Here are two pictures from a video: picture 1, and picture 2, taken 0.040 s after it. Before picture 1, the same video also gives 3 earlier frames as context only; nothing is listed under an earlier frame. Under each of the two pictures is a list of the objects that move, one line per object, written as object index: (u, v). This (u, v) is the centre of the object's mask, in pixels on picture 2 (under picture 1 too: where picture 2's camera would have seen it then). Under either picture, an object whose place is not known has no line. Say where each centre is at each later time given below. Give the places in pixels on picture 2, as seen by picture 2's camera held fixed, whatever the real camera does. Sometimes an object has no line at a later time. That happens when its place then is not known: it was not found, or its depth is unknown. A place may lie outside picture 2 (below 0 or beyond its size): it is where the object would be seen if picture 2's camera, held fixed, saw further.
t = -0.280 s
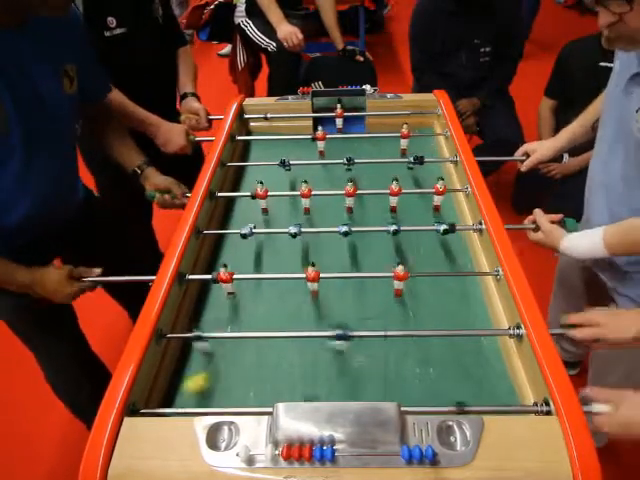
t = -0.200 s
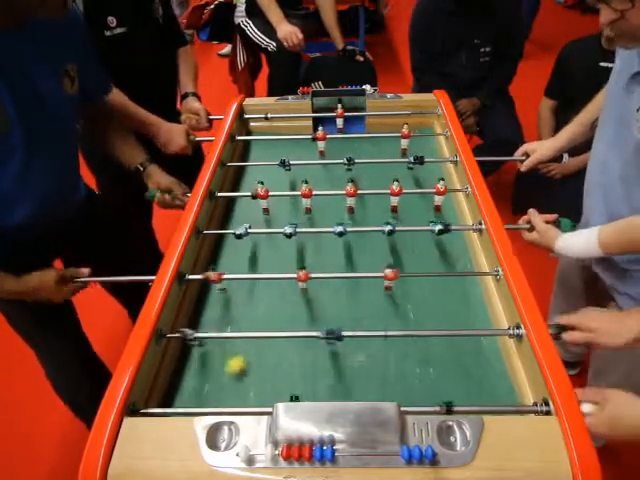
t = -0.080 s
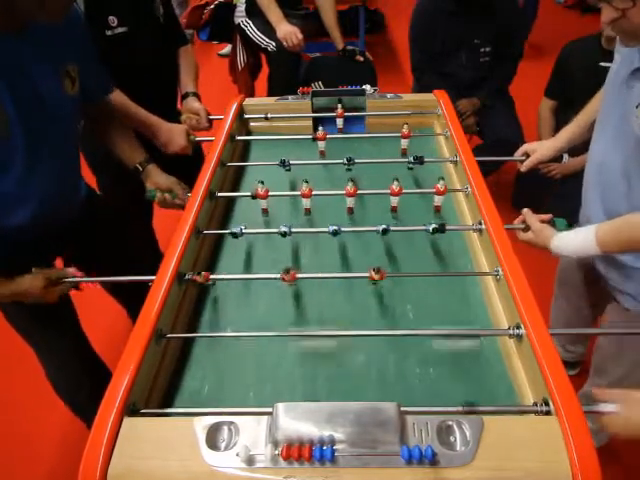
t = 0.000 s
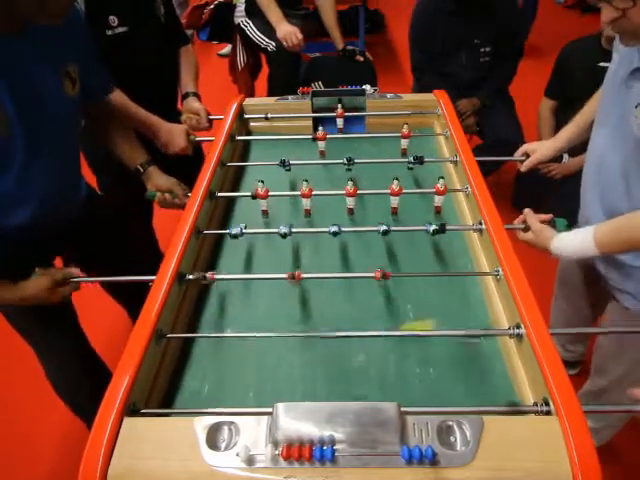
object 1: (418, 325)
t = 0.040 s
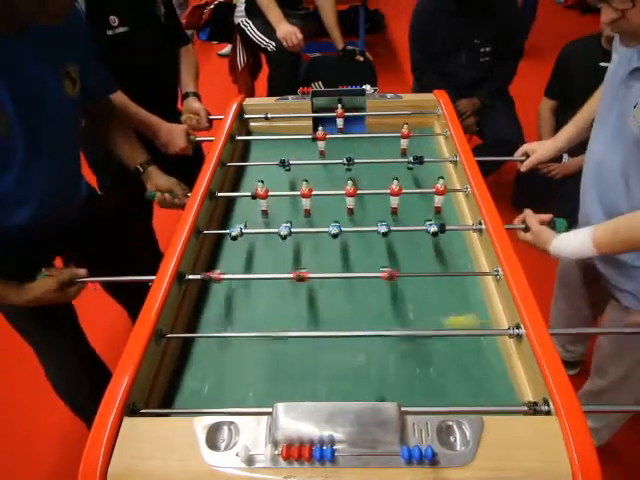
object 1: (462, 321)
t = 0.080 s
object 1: (476, 315)
